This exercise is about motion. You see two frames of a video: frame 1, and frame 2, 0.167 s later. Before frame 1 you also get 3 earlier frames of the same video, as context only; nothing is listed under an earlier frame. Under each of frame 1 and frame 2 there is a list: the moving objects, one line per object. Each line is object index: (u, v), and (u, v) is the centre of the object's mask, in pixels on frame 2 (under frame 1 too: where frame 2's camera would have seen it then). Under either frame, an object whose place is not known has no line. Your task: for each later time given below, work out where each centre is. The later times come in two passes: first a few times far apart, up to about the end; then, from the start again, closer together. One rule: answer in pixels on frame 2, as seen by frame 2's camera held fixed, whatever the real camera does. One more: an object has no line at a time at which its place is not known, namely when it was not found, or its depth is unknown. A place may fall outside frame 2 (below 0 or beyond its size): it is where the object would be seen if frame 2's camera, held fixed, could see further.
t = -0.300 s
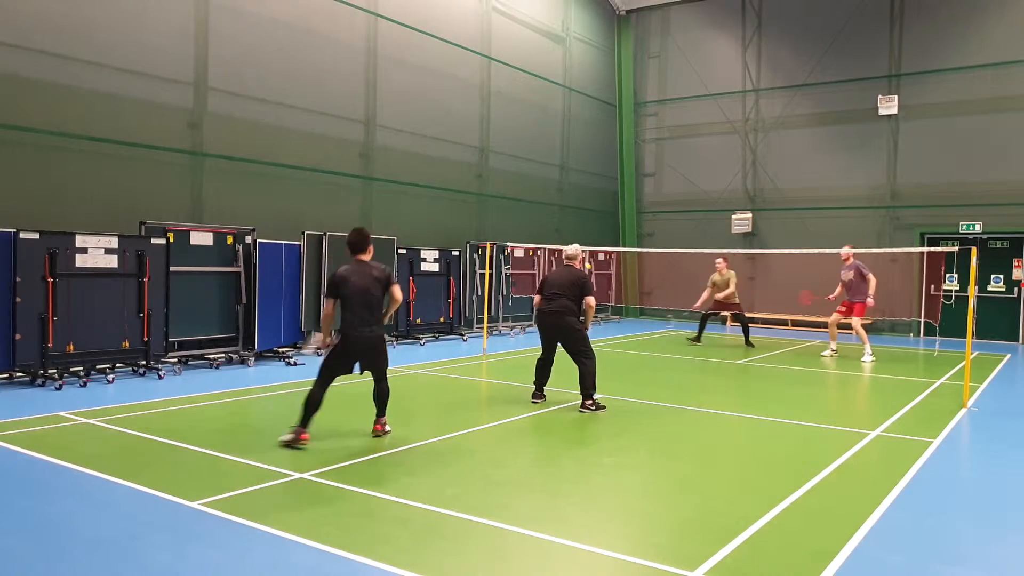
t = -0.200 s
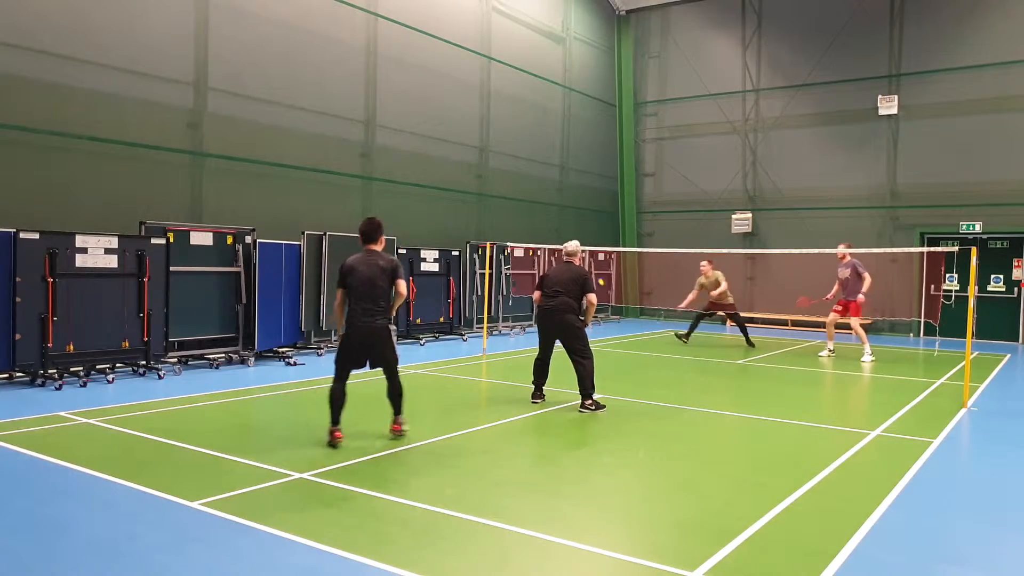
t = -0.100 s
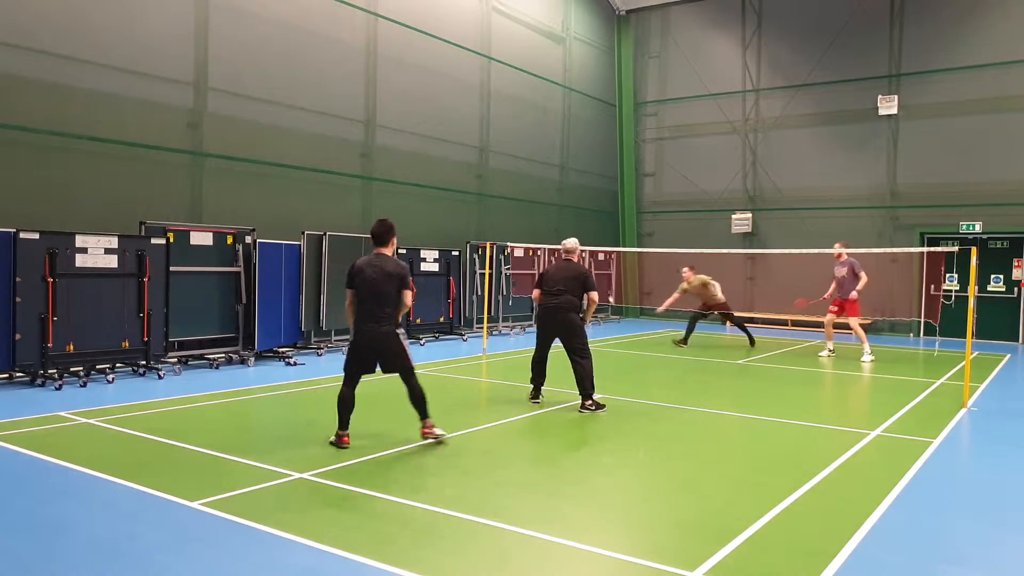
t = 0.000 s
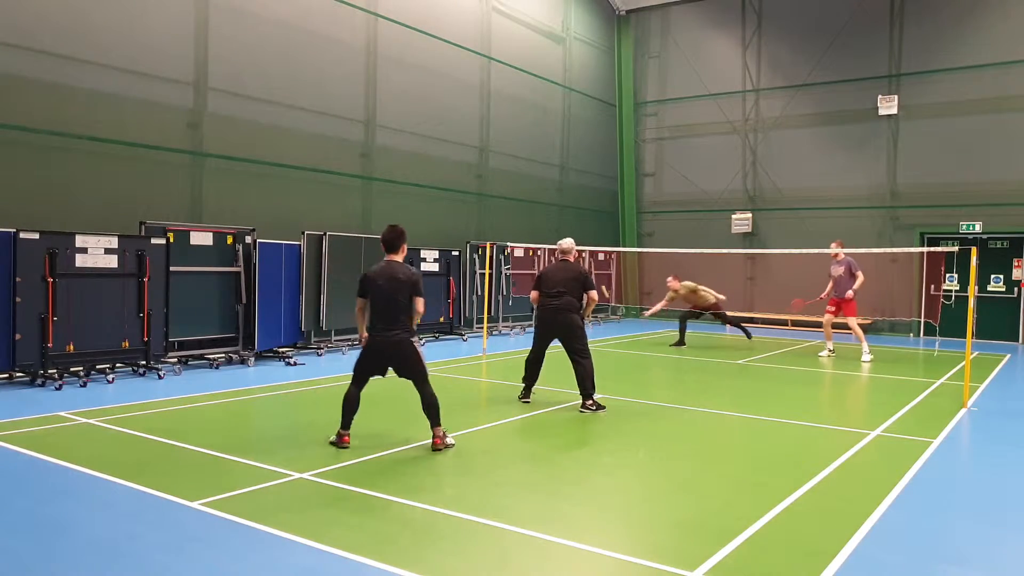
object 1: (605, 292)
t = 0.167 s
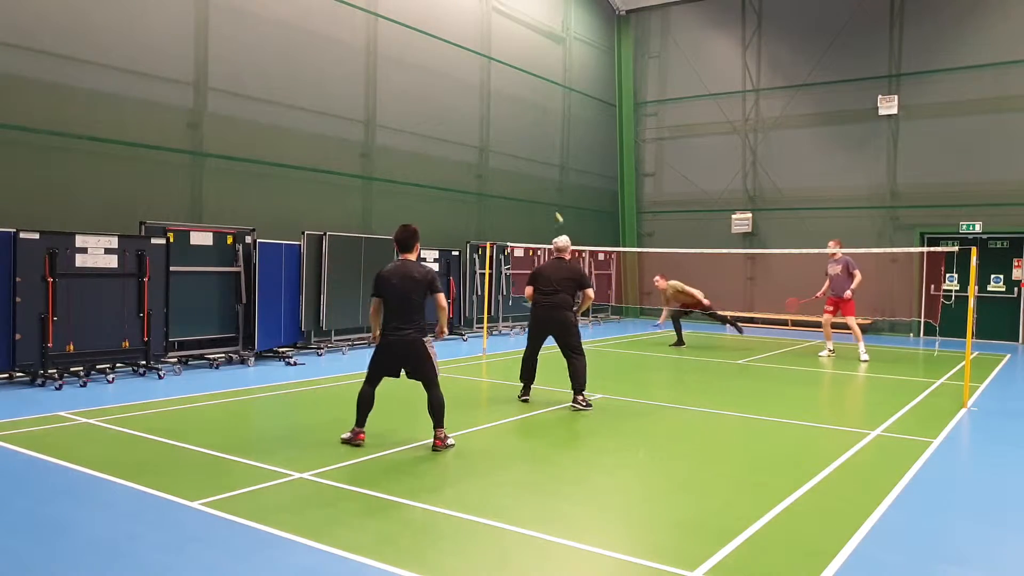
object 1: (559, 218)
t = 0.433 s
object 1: (497, 154)
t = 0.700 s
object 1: (441, 145)
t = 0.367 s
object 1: (512, 164)
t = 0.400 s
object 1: (505, 158)
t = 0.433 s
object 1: (497, 154)
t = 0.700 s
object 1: (441, 145)
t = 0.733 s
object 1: (434, 149)
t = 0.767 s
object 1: (427, 153)
